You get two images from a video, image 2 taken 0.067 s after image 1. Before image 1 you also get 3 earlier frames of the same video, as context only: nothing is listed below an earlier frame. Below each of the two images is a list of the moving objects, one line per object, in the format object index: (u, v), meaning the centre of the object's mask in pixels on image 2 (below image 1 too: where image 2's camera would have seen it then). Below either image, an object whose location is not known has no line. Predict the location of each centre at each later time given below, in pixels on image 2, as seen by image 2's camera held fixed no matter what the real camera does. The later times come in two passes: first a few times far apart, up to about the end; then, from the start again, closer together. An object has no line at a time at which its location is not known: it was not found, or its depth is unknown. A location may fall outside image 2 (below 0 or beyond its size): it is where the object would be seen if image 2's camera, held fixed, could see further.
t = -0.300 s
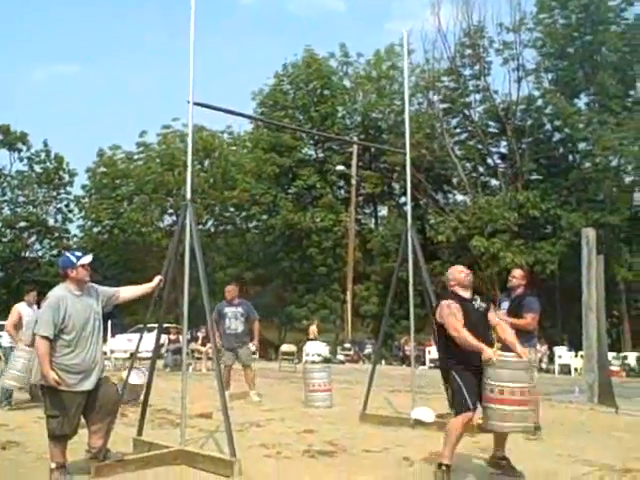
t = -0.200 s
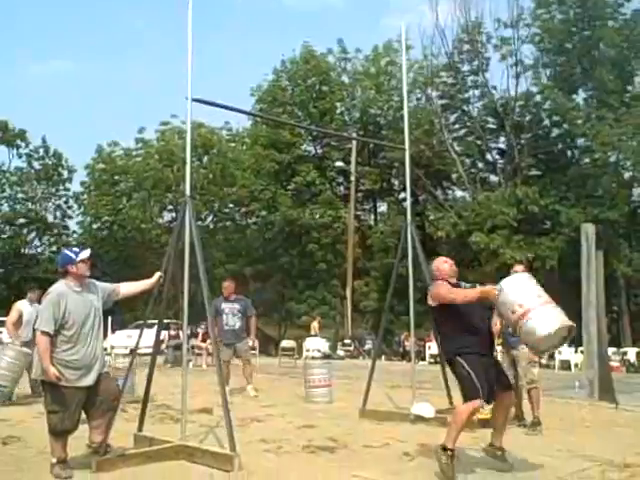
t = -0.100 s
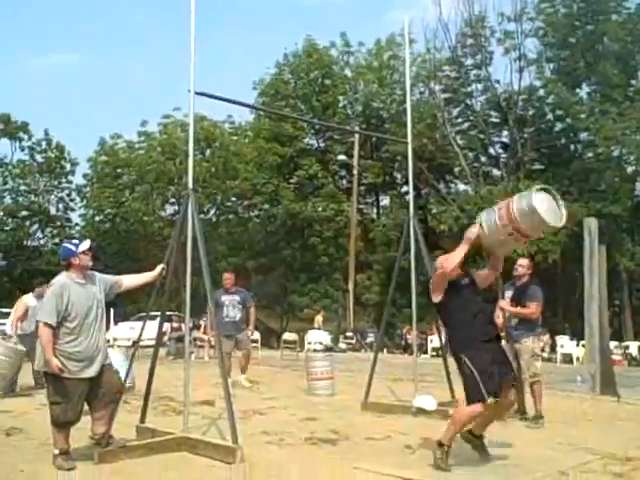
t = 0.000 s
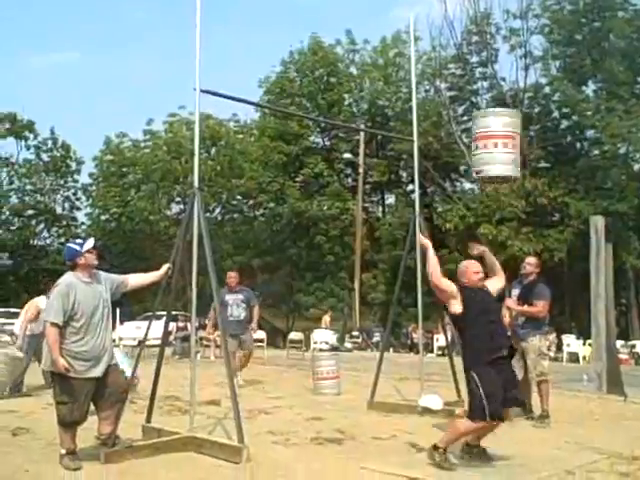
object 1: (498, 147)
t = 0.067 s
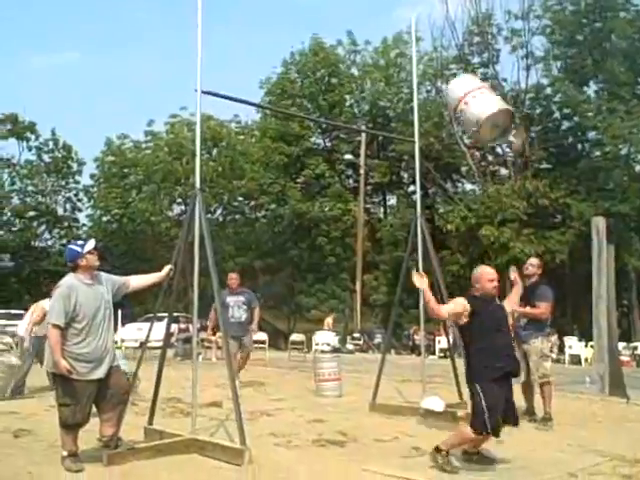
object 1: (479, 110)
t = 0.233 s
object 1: (433, 38)
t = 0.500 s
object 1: (375, 9)
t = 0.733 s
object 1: (335, 24)
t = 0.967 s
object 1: (298, 87)
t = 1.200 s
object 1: (262, 191)
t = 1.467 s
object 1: (229, 352)
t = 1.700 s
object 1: (200, 381)
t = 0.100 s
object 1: (469, 92)
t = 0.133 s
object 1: (459, 77)
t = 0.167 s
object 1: (452, 64)
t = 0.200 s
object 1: (442, 51)
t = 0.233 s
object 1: (433, 38)
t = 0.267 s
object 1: (426, 31)
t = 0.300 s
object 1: (420, 26)
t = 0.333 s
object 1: (413, 19)
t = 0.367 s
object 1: (405, 12)
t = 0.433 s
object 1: (388, 10)
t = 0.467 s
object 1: (381, 8)
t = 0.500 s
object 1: (375, 9)
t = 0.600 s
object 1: (356, 6)
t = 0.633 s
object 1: (352, 13)
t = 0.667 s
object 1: (345, 15)
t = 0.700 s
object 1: (340, 17)
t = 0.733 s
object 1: (335, 24)
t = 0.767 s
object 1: (328, 27)
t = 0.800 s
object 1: (324, 39)
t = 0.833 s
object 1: (320, 47)
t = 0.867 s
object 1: (317, 54)
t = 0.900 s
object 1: (306, 62)
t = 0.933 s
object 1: (305, 76)
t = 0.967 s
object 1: (298, 87)
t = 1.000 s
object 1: (291, 93)
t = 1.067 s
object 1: (281, 126)
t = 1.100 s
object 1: (277, 141)
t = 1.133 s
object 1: (273, 156)
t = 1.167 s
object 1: (269, 175)
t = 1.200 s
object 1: (262, 191)
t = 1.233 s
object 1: (259, 207)
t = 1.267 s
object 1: (255, 227)
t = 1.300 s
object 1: (251, 247)
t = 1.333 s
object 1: (246, 265)
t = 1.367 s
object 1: (244, 284)
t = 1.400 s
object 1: (241, 301)
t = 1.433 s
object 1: (237, 315)
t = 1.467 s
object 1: (229, 352)
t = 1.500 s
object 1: (218, 379)
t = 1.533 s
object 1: (215, 385)
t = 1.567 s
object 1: (213, 389)
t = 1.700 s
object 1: (200, 381)
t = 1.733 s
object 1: (200, 379)
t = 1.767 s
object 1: (197, 380)
